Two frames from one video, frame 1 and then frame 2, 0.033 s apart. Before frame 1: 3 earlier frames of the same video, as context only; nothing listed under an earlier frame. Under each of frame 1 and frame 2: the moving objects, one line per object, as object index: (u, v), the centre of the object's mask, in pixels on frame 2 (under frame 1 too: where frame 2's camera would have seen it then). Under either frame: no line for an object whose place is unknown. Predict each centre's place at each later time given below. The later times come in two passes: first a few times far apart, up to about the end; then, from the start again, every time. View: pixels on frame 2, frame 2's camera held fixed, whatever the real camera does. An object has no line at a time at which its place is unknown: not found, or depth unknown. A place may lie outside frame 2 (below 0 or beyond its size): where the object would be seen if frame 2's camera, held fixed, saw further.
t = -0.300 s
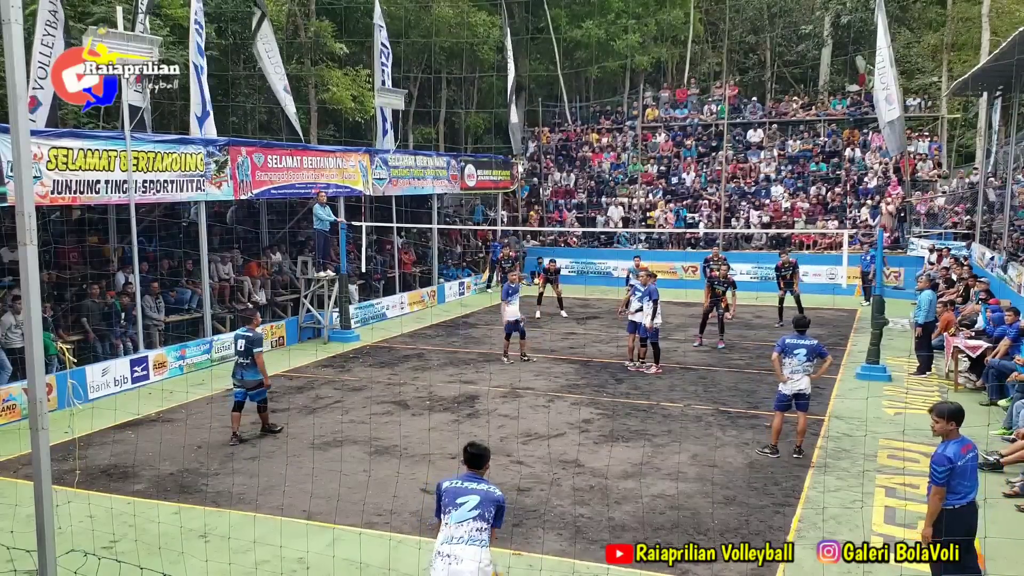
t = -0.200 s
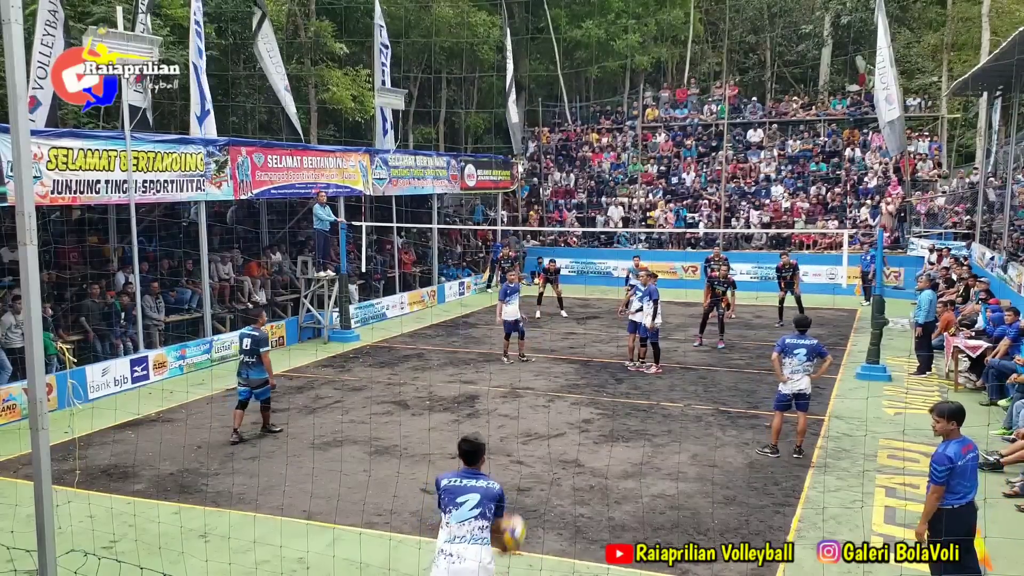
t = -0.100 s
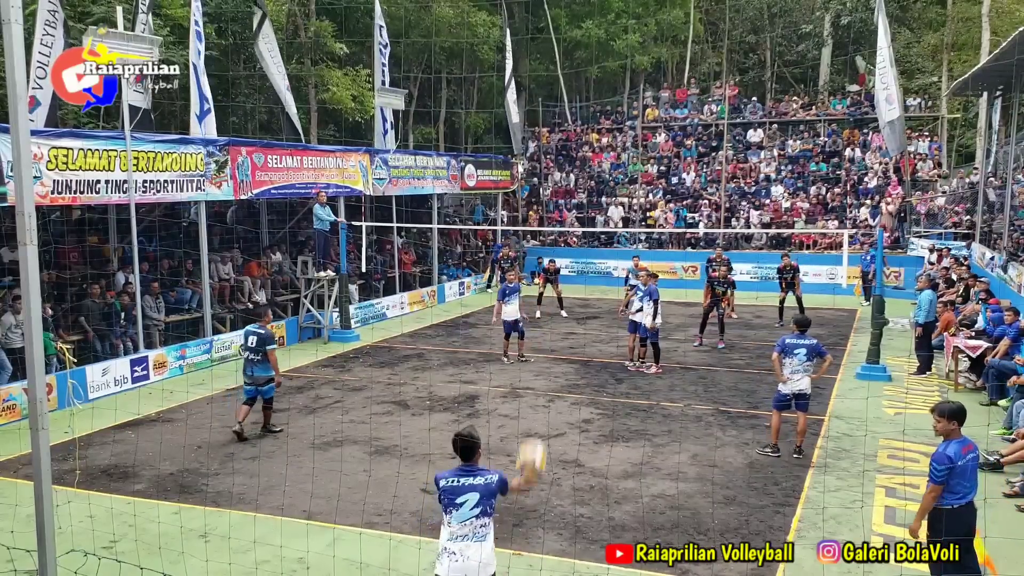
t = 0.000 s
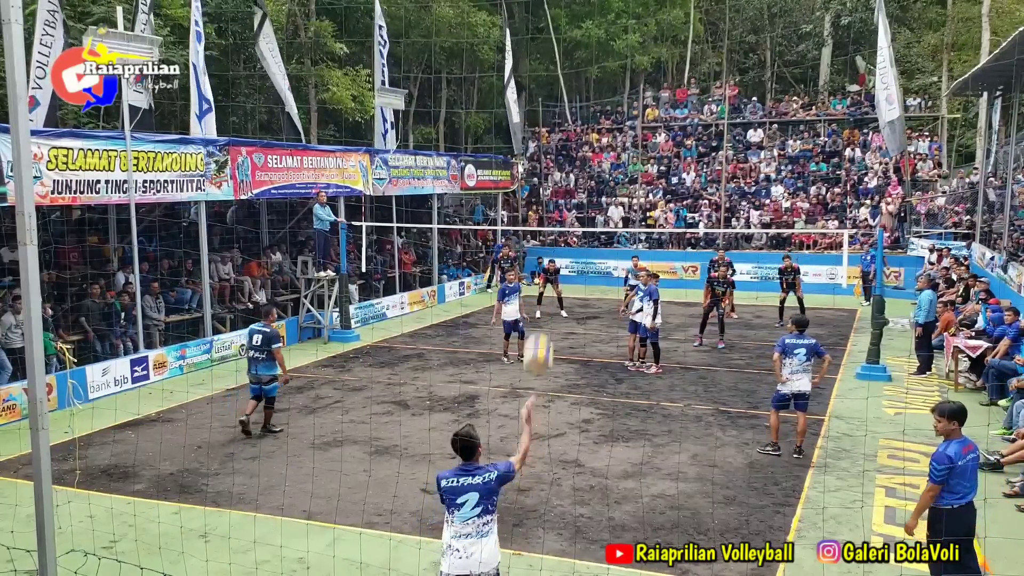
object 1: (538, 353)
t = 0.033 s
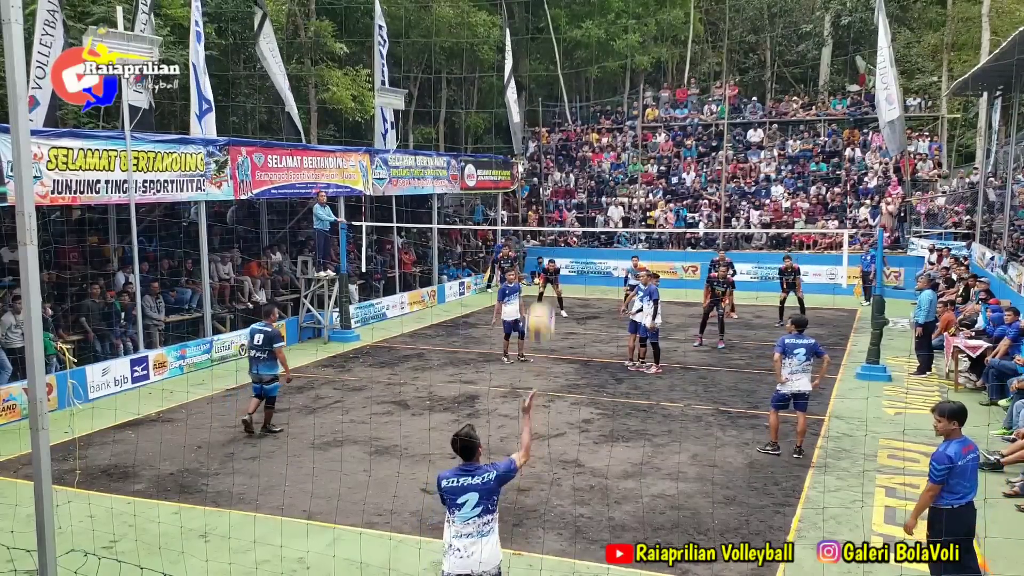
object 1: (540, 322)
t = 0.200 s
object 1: (549, 185)
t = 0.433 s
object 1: (561, 57)
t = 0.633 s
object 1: (570, 12)
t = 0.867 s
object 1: (580, 27)
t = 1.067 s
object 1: (587, 99)
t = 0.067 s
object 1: (543, 293)
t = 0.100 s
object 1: (545, 262)
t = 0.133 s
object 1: (546, 233)
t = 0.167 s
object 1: (548, 208)
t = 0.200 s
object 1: (549, 185)
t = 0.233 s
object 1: (550, 162)
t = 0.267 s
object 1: (553, 138)
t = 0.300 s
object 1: (554, 121)
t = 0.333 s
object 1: (556, 103)
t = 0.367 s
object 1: (557, 85)
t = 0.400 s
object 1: (559, 70)
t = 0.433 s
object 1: (561, 57)
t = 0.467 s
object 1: (562, 45)
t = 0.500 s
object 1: (564, 35)
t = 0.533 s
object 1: (566, 26)
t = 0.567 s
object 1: (567, 20)
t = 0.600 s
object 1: (569, 15)
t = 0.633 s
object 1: (570, 12)
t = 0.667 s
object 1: (573, 12)
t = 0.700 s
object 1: (573, 11)
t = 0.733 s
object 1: (575, 12)
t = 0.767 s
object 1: (576, 12)
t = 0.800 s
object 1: (577, 16)
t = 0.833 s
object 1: (578, 21)
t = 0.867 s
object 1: (580, 27)
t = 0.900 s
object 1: (581, 36)
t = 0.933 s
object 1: (583, 47)
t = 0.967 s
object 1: (584, 57)
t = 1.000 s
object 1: (585, 70)
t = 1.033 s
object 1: (586, 84)
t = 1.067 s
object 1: (587, 99)
